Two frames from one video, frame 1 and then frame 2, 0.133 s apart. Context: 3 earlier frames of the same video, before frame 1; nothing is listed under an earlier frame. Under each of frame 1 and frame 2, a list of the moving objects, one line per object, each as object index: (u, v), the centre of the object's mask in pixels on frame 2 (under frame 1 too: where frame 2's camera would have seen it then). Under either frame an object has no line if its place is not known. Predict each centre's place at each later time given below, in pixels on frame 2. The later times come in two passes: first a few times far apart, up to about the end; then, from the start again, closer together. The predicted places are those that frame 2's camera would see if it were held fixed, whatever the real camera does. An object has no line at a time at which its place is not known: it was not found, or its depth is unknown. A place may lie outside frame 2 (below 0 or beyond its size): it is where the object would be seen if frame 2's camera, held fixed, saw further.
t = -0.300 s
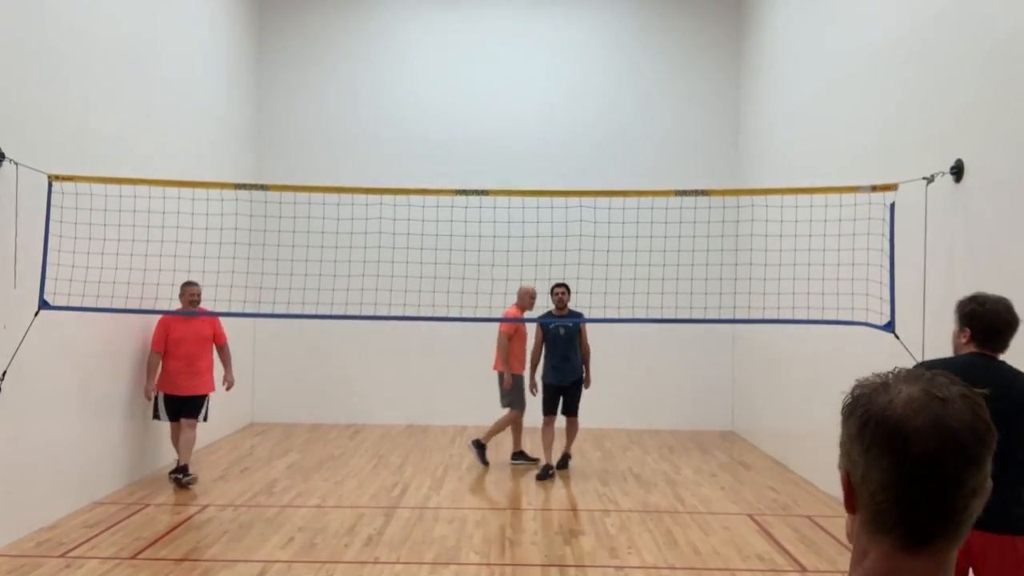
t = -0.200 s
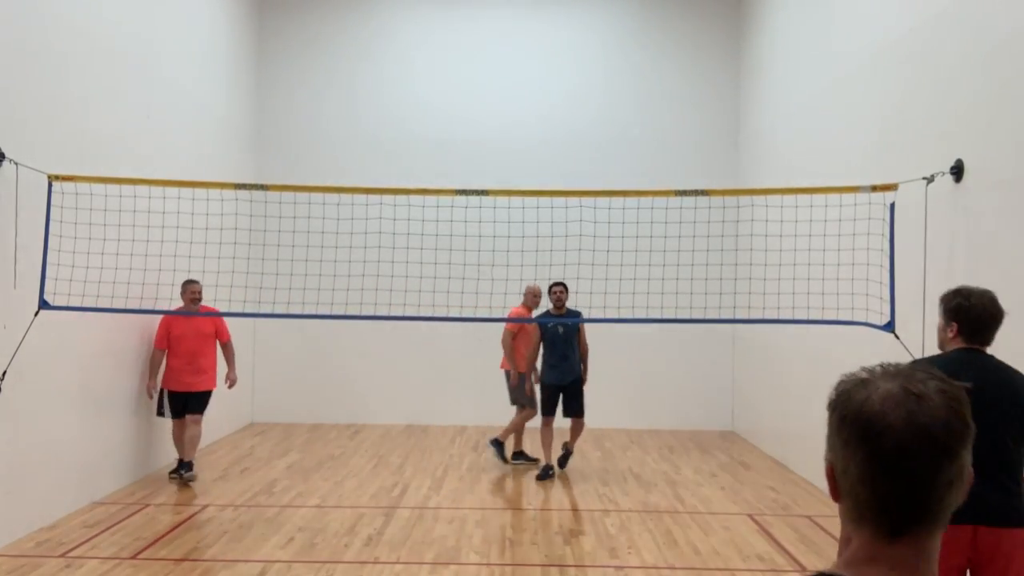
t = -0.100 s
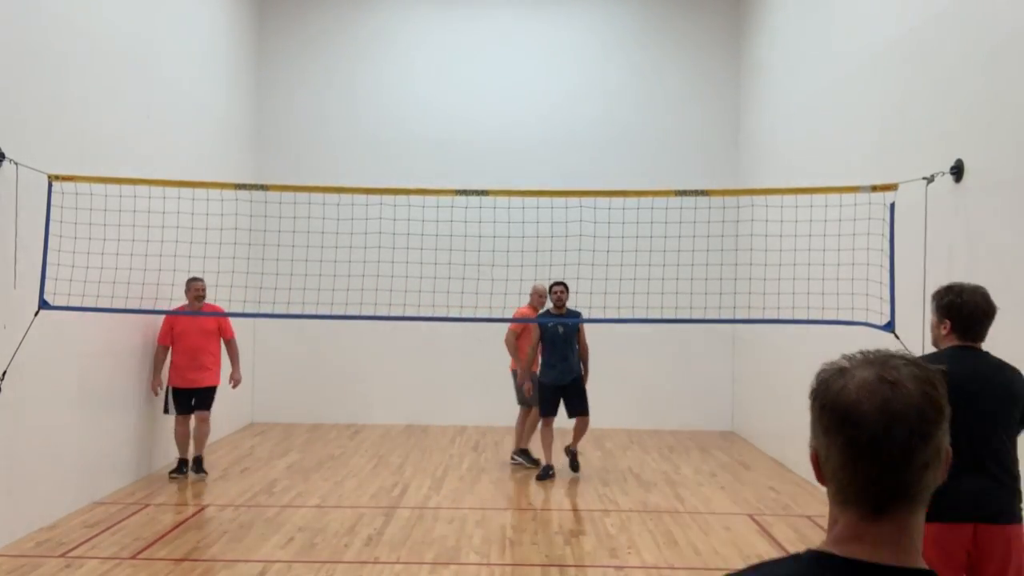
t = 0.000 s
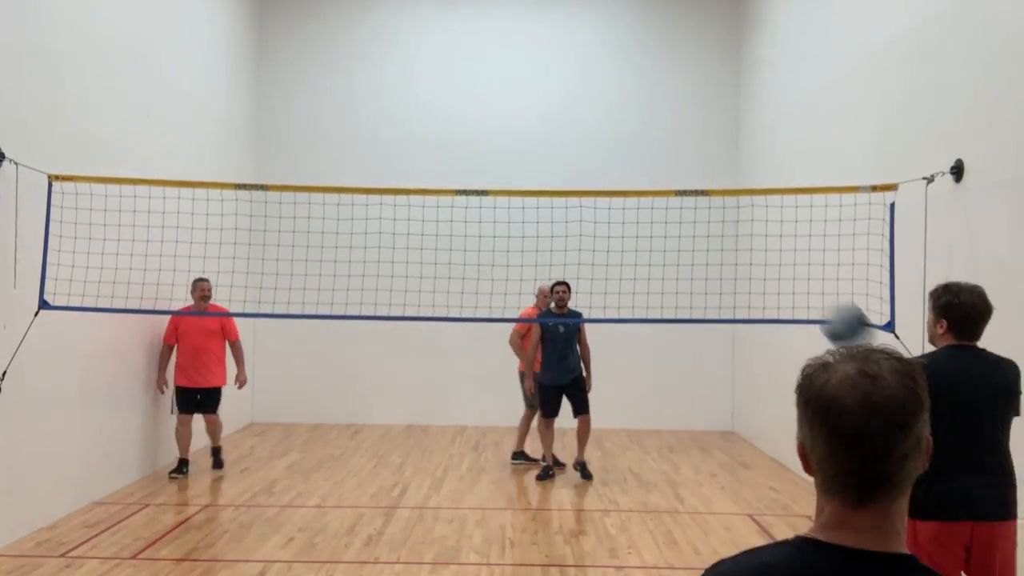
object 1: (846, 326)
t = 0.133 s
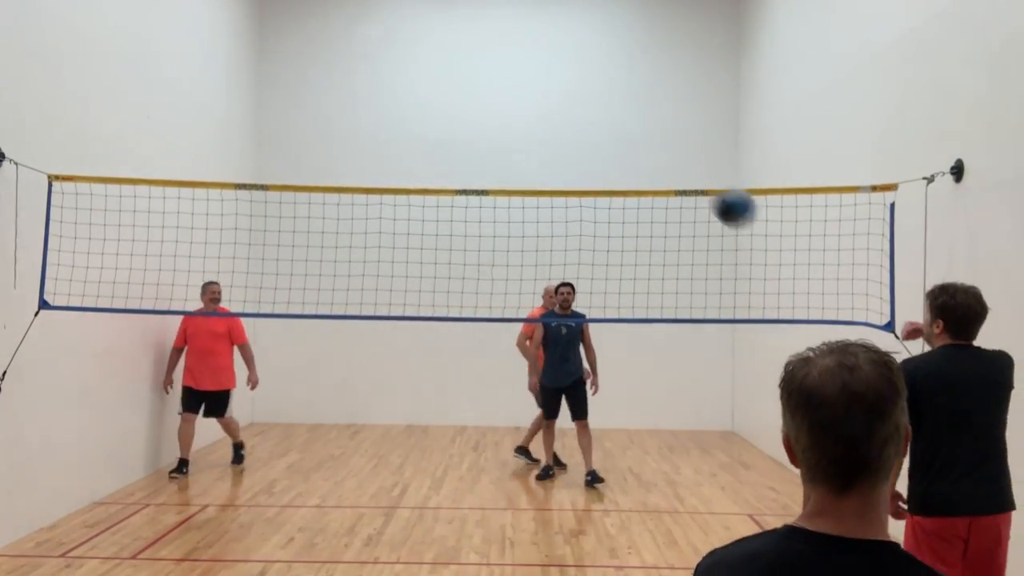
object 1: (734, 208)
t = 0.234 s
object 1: (669, 155)
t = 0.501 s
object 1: (535, 113)
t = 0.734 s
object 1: (455, 156)
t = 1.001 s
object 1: (389, 262)
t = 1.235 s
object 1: (343, 390)
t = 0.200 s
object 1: (688, 169)
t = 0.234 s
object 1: (669, 155)
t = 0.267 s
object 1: (647, 142)
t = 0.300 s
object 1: (629, 131)
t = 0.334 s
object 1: (611, 124)
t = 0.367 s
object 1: (595, 119)
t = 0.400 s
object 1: (579, 114)
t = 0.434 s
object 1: (564, 113)
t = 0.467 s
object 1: (549, 112)
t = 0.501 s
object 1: (535, 113)
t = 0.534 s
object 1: (522, 116)
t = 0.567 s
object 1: (510, 119)
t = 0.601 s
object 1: (498, 124)
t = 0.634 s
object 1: (486, 131)
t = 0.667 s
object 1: (475, 138)
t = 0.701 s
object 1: (465, 146)
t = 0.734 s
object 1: (455, 156)
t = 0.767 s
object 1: (446, 166)
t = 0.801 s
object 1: (436, 177)
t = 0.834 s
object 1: (427, 188)
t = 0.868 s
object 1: (419, 205)
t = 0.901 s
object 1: (411, 218)
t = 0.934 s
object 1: (404, 231)
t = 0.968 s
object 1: (396, 246)
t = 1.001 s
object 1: (389, 262)
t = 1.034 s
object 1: (382, 279)
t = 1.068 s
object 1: (375, 295)
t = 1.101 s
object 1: (368, 314)
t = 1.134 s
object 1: (362, 333)
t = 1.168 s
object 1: (356, 352)
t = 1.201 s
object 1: (349, 370)
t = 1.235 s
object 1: (343, 390)
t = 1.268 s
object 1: (338, 410)
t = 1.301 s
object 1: (332, 430)
